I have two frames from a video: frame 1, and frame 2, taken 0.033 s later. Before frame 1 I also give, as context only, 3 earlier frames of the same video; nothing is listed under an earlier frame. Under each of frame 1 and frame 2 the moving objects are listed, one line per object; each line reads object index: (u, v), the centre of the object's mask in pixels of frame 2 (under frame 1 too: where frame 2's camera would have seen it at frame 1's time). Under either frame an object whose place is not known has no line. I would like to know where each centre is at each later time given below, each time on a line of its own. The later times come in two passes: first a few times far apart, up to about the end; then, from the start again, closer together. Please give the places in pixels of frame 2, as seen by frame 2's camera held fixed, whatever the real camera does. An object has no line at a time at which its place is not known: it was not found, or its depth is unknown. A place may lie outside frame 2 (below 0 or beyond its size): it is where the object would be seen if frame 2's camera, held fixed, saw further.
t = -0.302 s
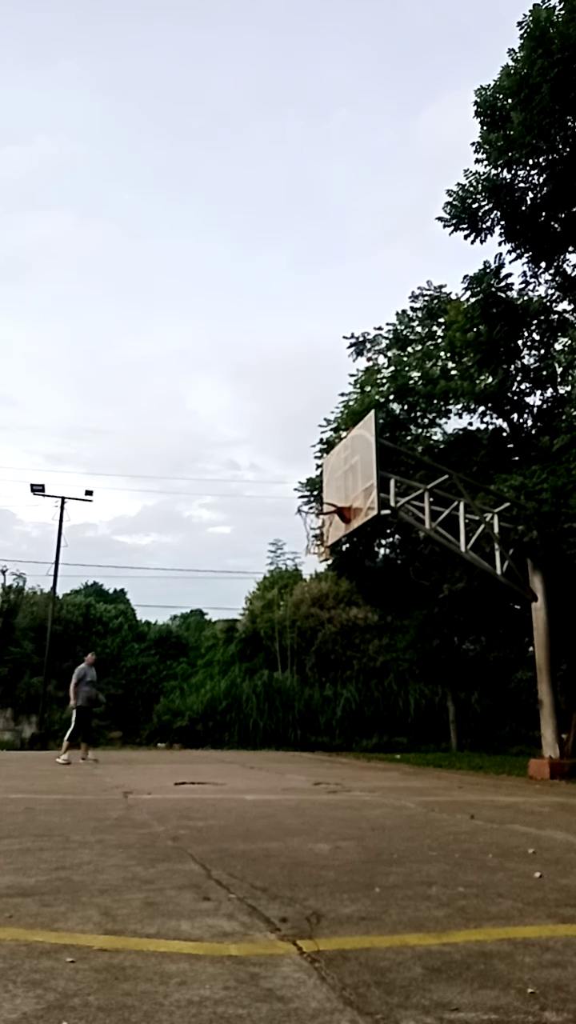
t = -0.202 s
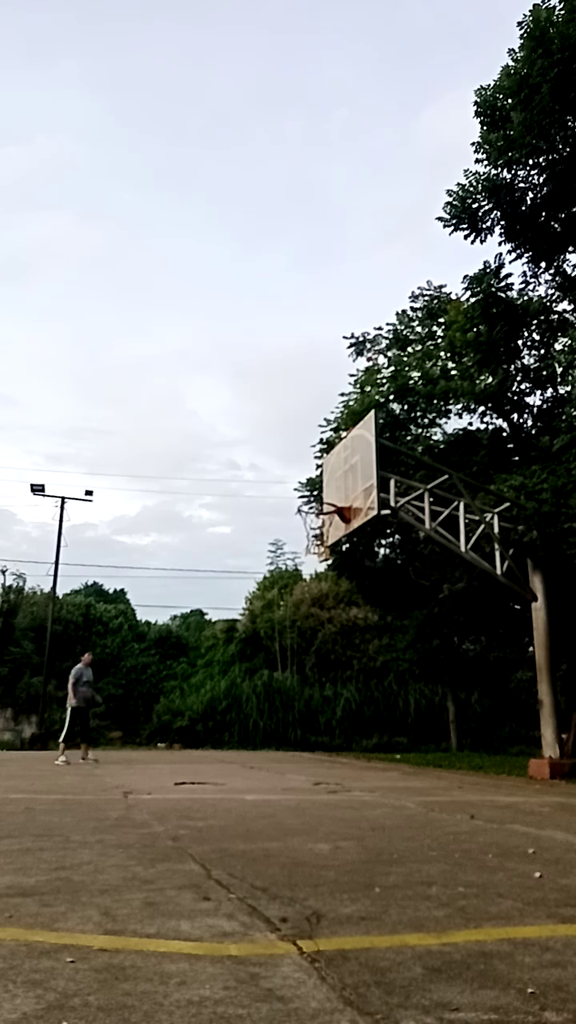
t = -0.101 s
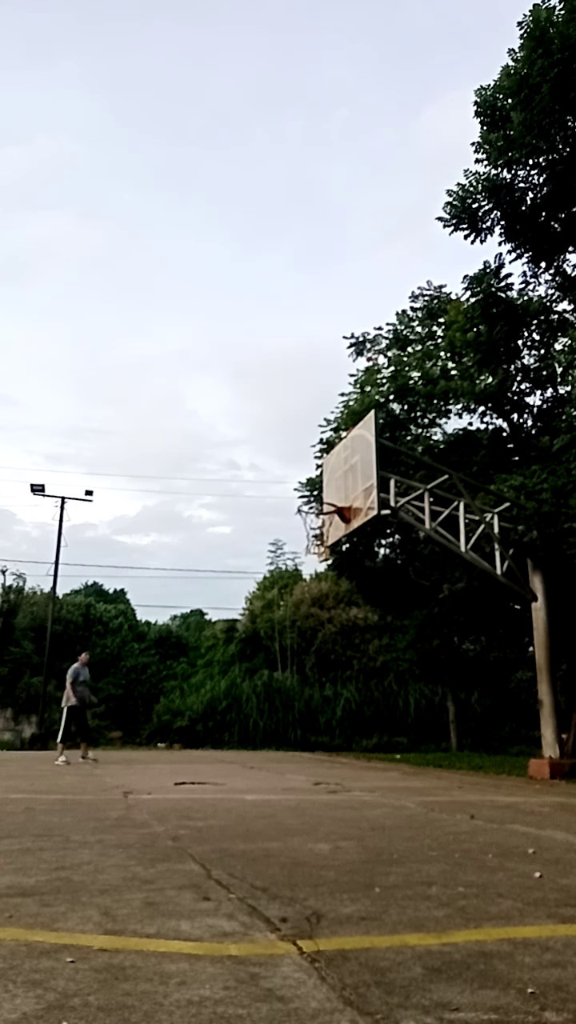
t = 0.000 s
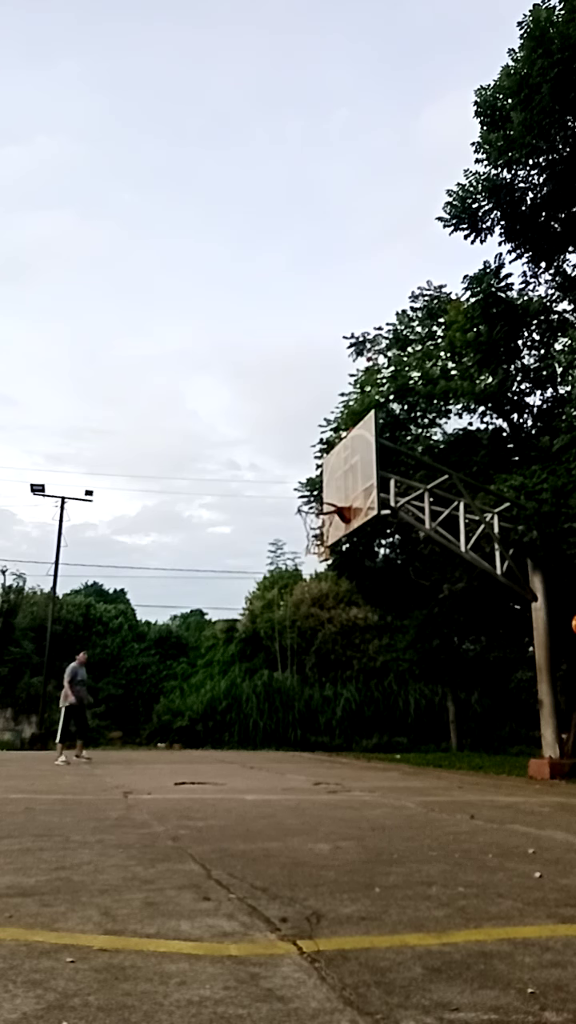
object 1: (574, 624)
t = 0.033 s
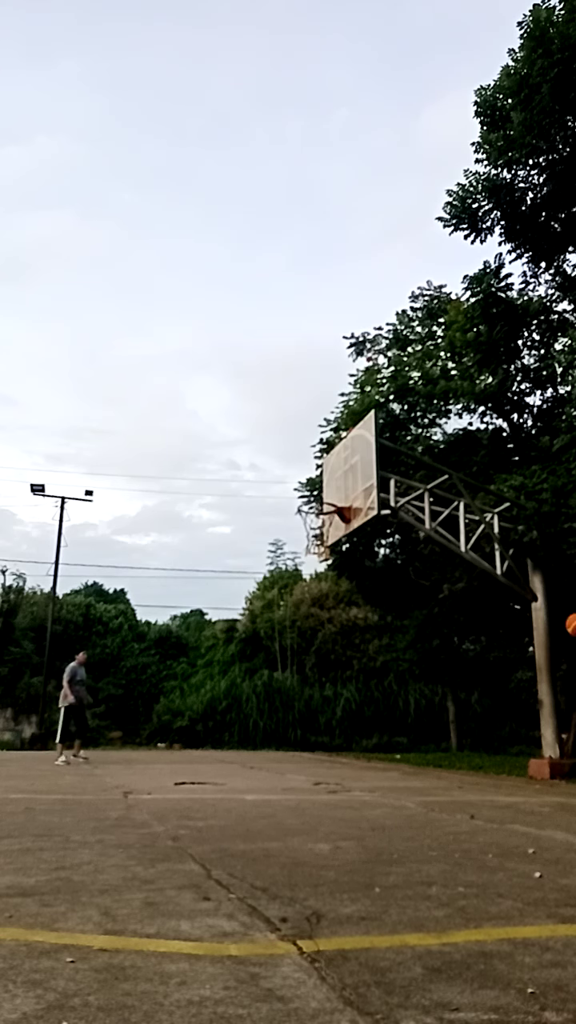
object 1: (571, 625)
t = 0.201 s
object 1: (549, 644)
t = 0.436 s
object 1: (513, 719)
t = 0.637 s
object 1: (477, 740)
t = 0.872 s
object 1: (429, 685)
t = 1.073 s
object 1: (393, 680)
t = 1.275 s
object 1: (359, 713)
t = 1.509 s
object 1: (324, 745)
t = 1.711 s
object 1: (296, 709)
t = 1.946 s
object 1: (267, 711)
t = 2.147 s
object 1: (243, 750)
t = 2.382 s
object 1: (216, 725)
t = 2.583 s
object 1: (194, 722)
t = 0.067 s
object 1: (568, 626)
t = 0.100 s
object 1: (565, 629)
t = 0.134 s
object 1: (560, 633)
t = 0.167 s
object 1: (554, 638)
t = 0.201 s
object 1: (549, 644)
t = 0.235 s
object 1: (543, 652)
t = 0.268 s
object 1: (538, 660)
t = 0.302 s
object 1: (533, 670)
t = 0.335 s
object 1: (528, 680)
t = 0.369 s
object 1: (524, 692)
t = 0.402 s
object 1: (518, 704)
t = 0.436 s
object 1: (513, 719)
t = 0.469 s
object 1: (508, 734)
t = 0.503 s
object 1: (504, 750)
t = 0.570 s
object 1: (493, 768)
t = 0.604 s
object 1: (485, 754)
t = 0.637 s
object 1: (477, 740)
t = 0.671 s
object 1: (470, 729)
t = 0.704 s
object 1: (462, 718)
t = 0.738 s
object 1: (455, 709)
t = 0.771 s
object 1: (448, 701)
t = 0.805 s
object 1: (442, 694)
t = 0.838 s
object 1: (435, 689)
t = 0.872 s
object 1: (429, 685)
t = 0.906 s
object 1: (422, 681)
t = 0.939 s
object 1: (416, 678)
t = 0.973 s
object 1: (410, 677)
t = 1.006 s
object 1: (404, 676)
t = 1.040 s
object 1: (398, 678)
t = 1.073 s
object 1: (393, 680)
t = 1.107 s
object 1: (387, 683)
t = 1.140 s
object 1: (381, 687)
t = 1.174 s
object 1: (375, 691)
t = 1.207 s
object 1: (370, 698)
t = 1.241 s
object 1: (364, 705)
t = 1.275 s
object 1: (359, 713)
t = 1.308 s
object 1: (354, 722)
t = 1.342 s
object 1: (349, 732)
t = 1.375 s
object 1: (344, 743)
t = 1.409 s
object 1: (339, 755)
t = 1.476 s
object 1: (329, 756)
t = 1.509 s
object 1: (324, 745)
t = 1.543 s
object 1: (319, 737)
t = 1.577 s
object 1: (314, 729)
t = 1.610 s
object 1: (310, 722)
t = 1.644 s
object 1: (305, 717)
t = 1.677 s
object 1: (300, 712)
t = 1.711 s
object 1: (296, 709)
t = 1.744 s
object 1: (292, 706)
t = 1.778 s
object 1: (288, 705)
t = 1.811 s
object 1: (284, 704)
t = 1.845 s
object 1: (280, 704)
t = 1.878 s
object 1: (275, 705)
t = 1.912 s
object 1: (271, 707)
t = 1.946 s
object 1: (267, 711)
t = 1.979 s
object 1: (263, 715)
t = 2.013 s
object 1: (258, 720)
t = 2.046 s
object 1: (254, 726)
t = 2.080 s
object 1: (250, 733)
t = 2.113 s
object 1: (246, 741)
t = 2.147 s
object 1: (243, 750)
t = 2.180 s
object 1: (238, 760)
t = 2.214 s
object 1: (234, 755)
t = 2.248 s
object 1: (231, 747)
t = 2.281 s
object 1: (227, 740)
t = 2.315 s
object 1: (223, 734)
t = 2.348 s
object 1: (220, 730)
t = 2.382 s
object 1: (216, 725)
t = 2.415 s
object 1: (212, 723)
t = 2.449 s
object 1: (208, 720)
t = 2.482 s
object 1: (204, 720)
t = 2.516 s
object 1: (201, 720)
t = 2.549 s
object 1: (197, 721)
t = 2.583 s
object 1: (194, 722)
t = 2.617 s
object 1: (190, 725)
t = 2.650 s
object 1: (186, 728)
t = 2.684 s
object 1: (182, 733)
